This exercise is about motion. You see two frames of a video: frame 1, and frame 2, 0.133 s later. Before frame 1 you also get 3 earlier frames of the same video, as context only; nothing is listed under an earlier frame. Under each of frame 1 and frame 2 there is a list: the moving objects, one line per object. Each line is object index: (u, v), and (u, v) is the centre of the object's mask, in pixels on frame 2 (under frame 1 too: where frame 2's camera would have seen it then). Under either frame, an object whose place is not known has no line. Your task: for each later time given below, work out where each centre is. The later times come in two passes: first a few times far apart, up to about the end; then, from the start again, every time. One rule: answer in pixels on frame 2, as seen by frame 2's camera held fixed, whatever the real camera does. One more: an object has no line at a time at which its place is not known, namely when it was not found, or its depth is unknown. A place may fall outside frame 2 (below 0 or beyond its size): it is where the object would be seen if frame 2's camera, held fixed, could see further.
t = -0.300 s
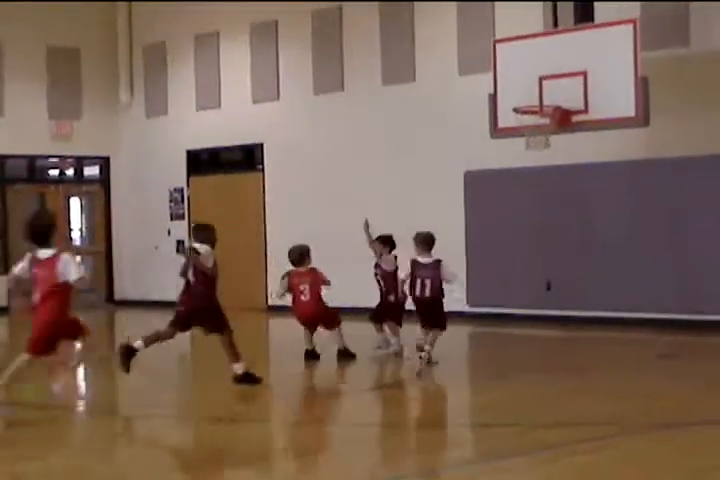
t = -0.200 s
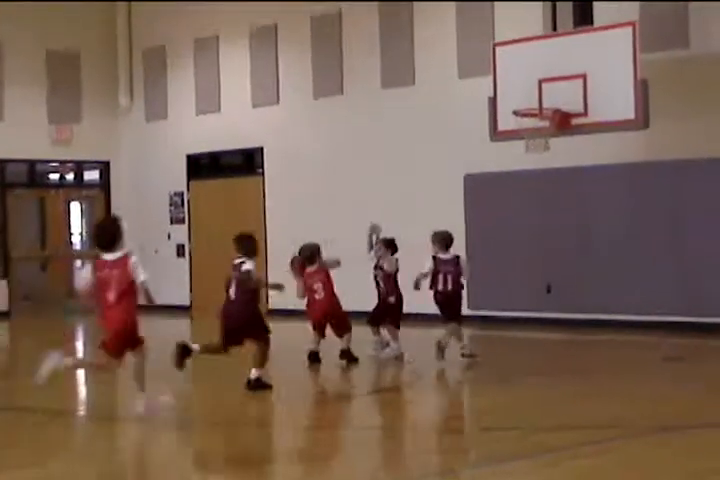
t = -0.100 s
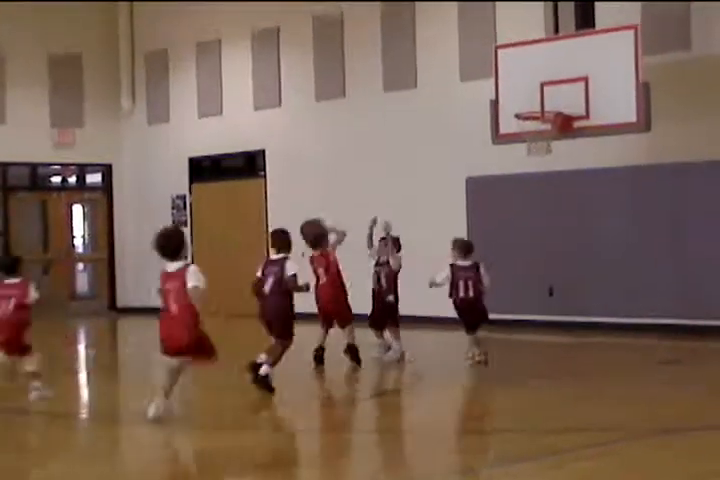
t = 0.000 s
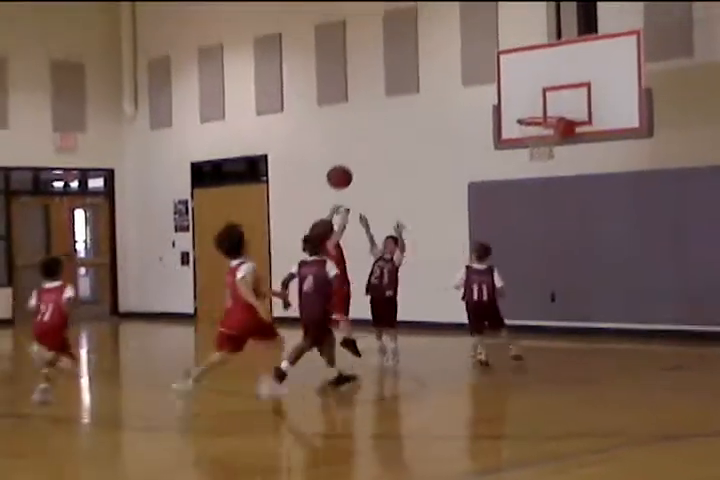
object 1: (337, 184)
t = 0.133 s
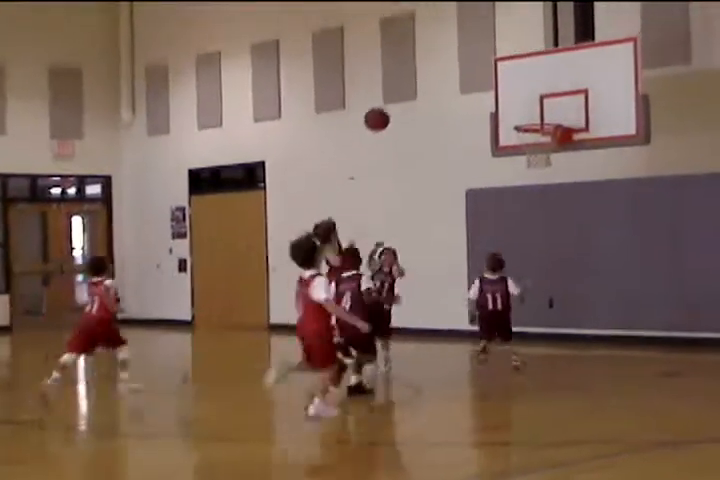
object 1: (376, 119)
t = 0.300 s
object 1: (424, 66)
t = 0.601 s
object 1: (506, 42)
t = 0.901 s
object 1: (535, 89)
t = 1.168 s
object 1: (502, 96)
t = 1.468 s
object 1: (470, 128)
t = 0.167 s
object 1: (386, 106)
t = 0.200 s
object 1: (396, 94)
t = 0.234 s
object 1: (406, 84)
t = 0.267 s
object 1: (415, 74)
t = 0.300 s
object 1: (424, 66)
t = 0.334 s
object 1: (433, 59)
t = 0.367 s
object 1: (443, 53)
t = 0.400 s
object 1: (452, 48)
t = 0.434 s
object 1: (461, 44)
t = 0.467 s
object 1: (470, 42)
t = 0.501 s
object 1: (479, 40)
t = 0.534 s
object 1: (488, 40)
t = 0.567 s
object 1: (498, 40)
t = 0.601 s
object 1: (506, 42)
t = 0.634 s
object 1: (515, 44)
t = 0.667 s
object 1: (524, 48)
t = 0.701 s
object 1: (532, 53)
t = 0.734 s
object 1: (542, 58)
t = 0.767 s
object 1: (552, 64)
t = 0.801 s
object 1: (550, 70)
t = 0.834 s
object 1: (544, 75)
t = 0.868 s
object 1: (539, 81)
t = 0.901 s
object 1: (535, 89)
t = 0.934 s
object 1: (530, 98)
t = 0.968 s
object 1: (525, 108)
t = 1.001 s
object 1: (521, 115)
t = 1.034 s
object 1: (517, 109)
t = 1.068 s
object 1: (513, 104)
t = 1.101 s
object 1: (509, 101)
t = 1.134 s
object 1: (506, 98)
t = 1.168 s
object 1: (502, 96)
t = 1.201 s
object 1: (498, 95)
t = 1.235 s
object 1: (495, 95)
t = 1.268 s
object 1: (491, 97)
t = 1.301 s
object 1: (488, 99)
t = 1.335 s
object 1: (484, 103)
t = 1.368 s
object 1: (480, 108)
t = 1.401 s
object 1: (477, 113)
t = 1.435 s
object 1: (473, 120)
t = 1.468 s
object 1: (470, 128)
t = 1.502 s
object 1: (467, 137)
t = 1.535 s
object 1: (463, 147)
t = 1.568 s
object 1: (460, 158)
